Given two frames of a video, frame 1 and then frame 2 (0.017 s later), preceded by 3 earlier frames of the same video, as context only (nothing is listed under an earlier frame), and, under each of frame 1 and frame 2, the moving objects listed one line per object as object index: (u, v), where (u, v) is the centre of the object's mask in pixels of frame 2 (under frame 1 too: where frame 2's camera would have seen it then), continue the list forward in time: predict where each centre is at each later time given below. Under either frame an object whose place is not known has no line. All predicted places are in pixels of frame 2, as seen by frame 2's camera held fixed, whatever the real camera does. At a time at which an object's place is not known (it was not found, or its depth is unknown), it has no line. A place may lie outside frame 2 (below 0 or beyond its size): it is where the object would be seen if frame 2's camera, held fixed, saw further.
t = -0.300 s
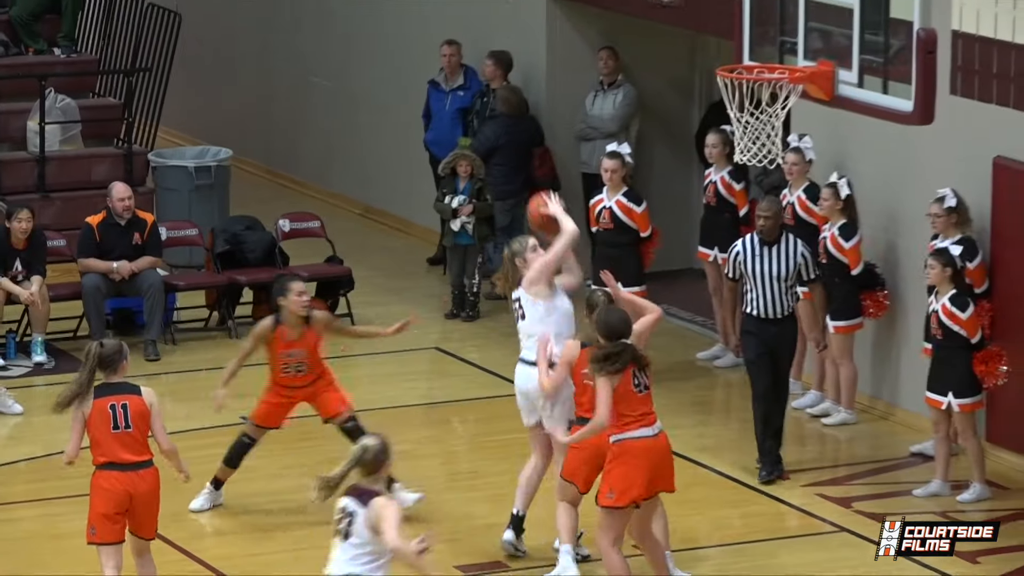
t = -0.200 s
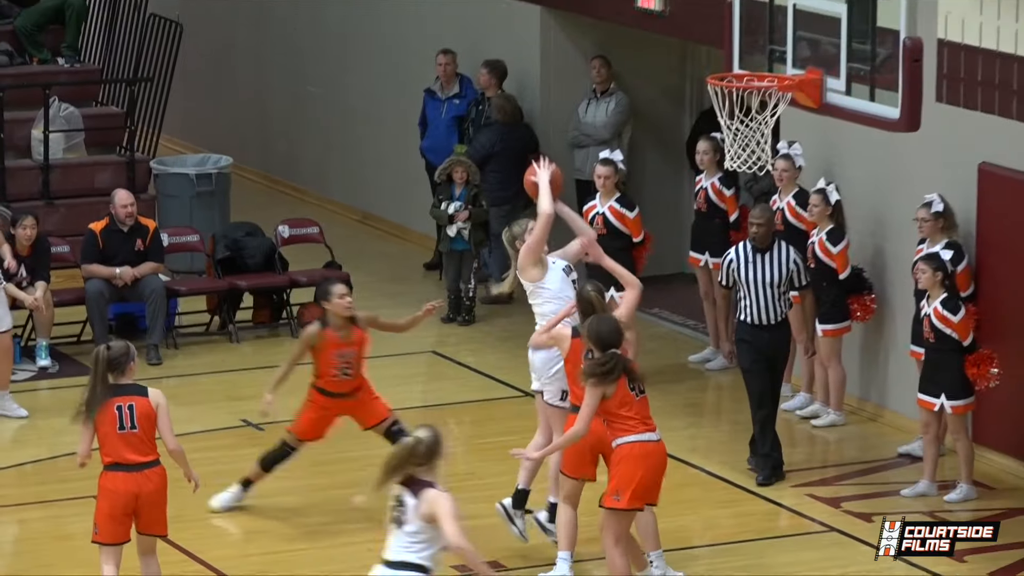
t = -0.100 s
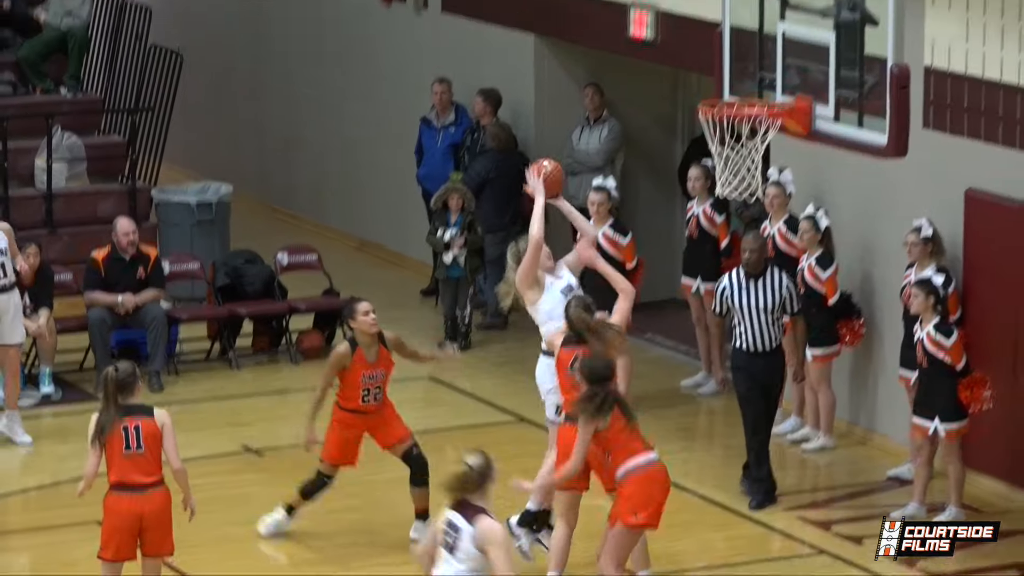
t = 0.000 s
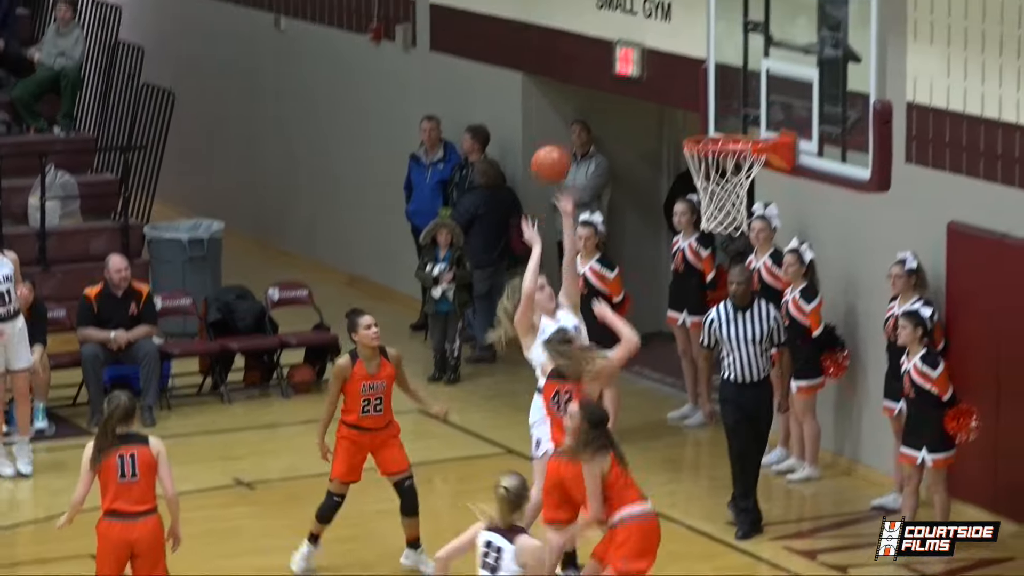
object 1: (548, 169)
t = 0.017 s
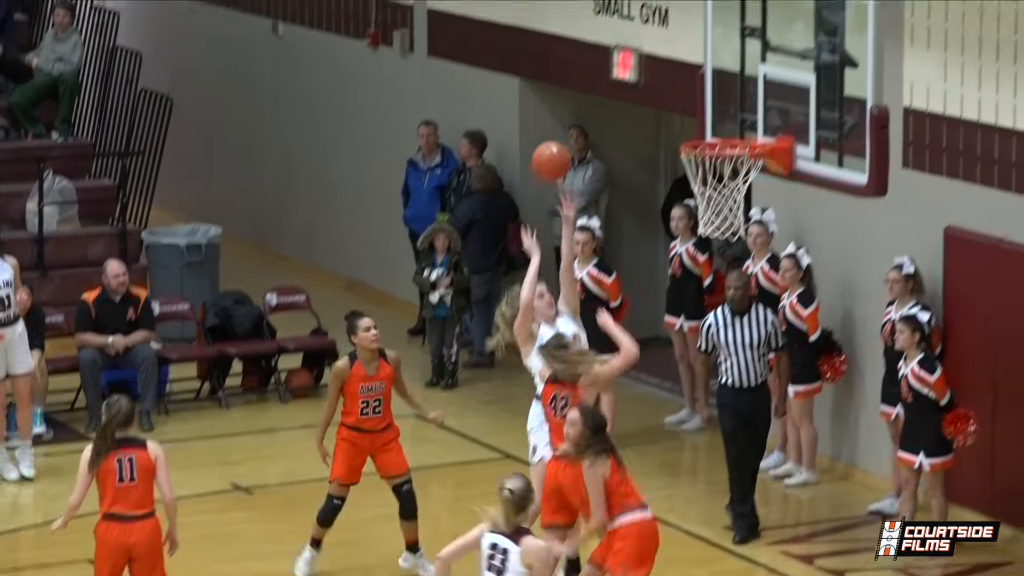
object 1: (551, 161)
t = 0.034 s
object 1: (556, 150)
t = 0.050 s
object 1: (559, 143)
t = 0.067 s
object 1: (564, 134)
